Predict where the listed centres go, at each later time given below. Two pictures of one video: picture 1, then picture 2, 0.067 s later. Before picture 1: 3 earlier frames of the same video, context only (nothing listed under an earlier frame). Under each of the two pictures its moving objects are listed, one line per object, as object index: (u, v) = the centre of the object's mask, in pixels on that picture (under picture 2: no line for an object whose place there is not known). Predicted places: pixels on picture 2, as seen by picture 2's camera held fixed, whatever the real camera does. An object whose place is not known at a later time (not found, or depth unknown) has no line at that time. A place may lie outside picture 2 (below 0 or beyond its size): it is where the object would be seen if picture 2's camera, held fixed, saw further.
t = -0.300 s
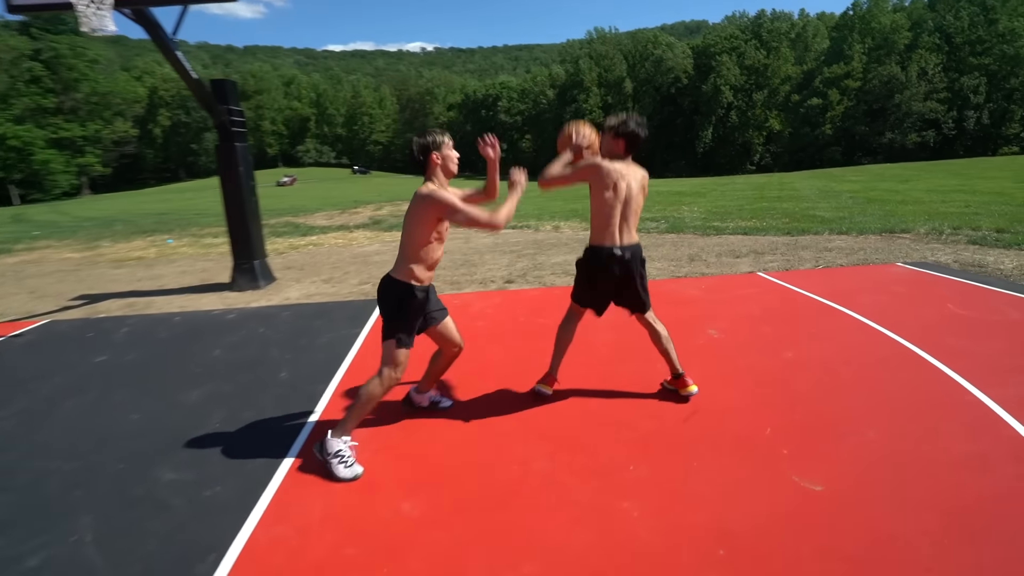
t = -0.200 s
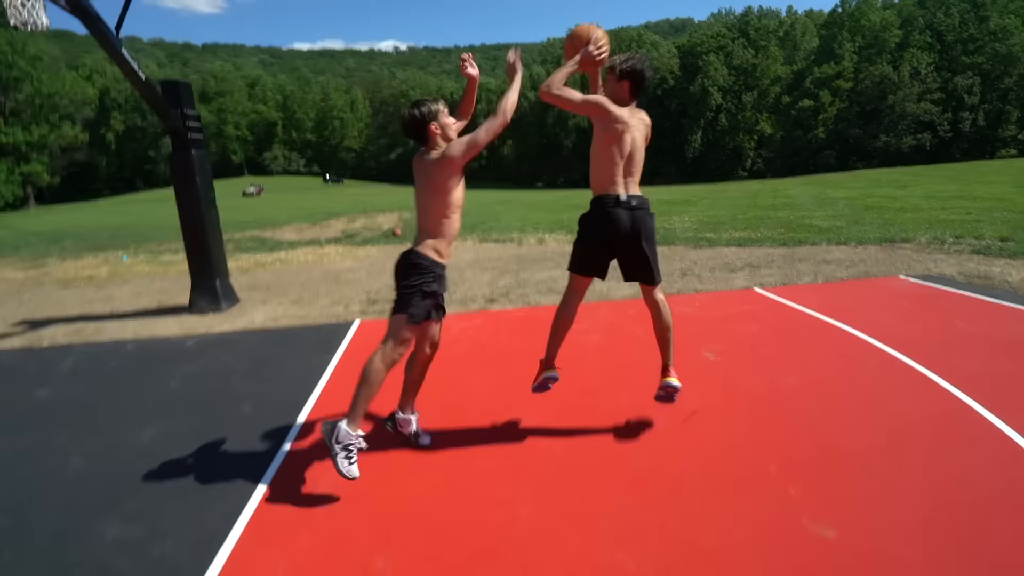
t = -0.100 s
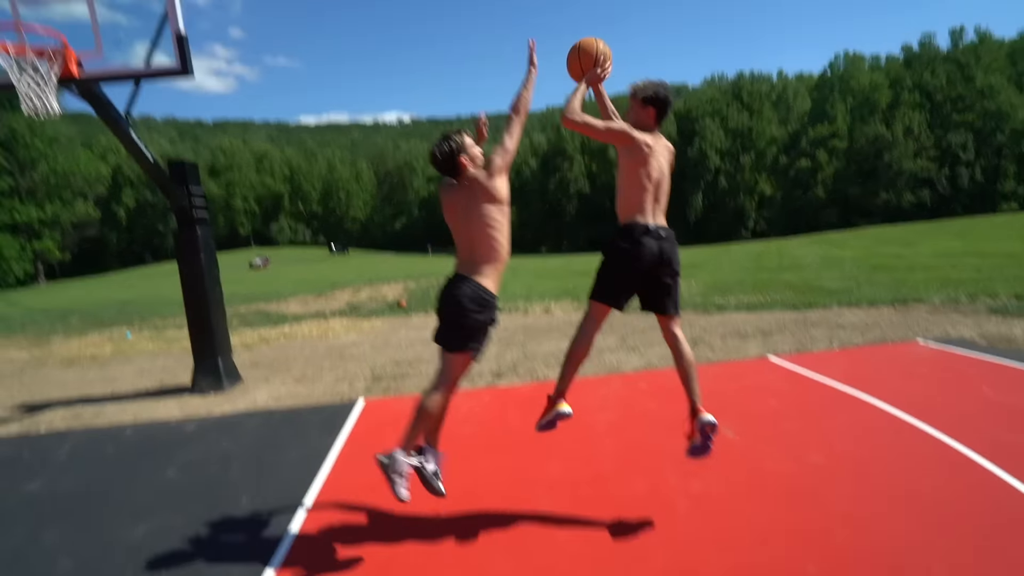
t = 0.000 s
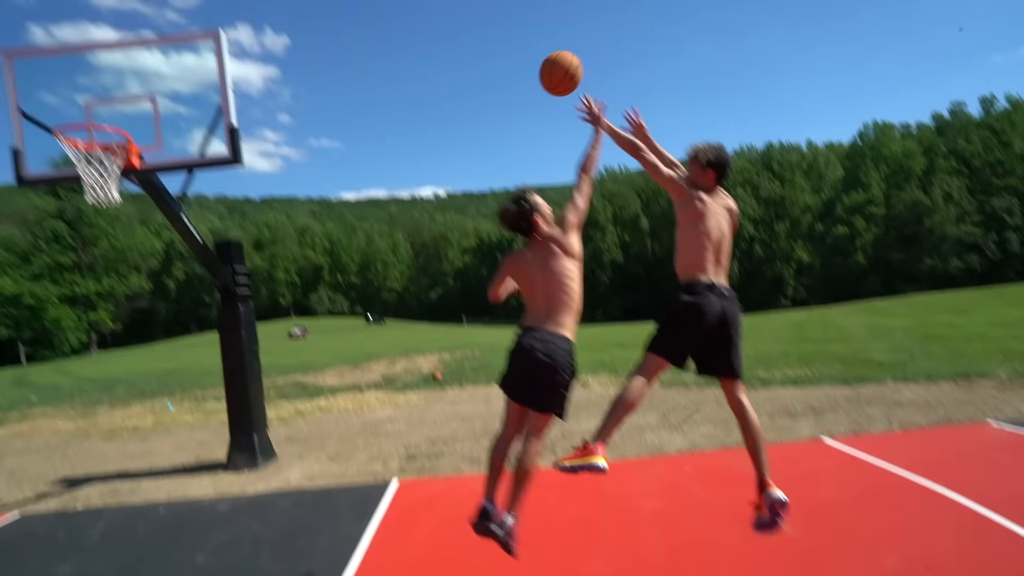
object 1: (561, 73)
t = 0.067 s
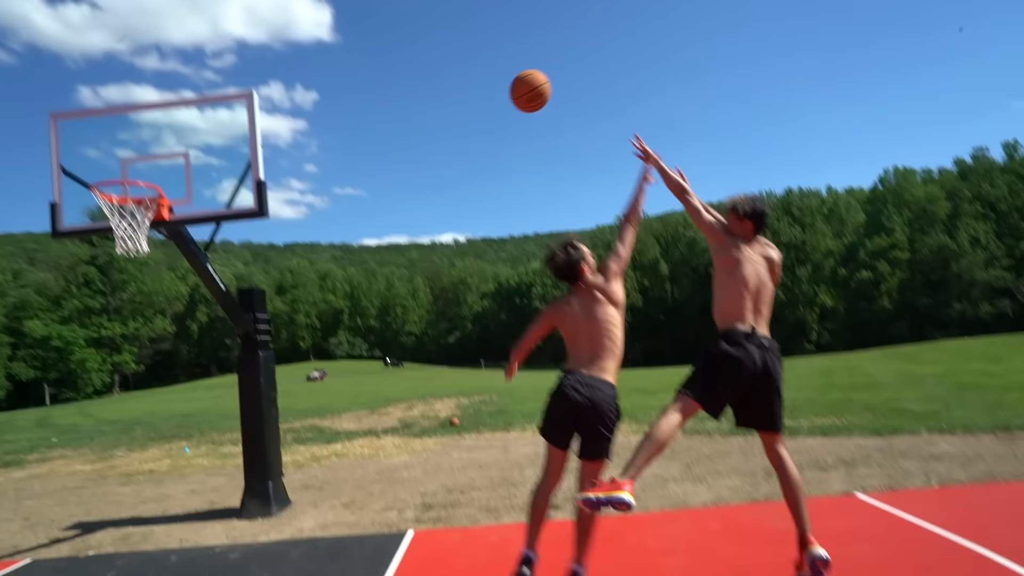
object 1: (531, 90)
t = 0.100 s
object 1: (504, 79)
